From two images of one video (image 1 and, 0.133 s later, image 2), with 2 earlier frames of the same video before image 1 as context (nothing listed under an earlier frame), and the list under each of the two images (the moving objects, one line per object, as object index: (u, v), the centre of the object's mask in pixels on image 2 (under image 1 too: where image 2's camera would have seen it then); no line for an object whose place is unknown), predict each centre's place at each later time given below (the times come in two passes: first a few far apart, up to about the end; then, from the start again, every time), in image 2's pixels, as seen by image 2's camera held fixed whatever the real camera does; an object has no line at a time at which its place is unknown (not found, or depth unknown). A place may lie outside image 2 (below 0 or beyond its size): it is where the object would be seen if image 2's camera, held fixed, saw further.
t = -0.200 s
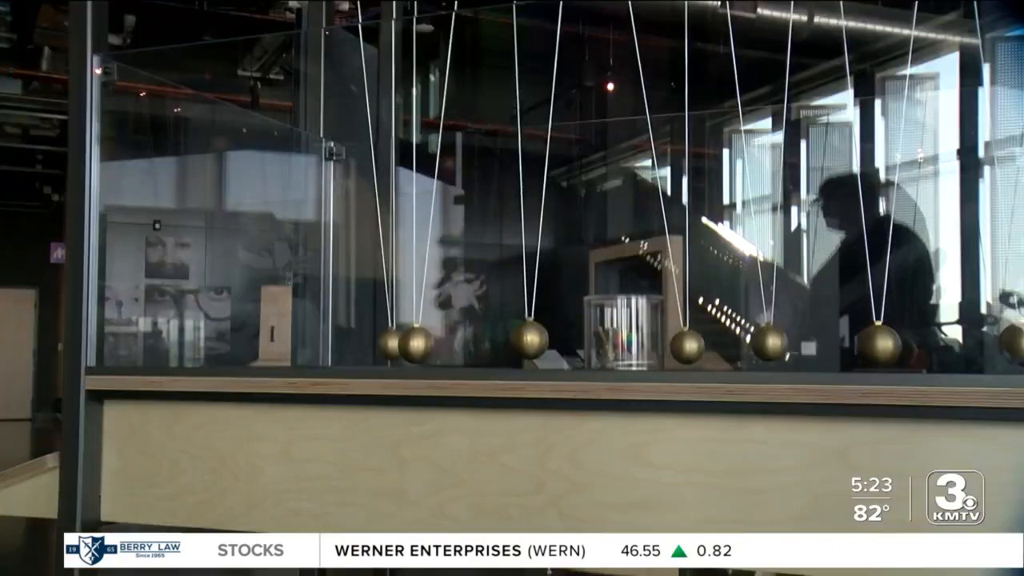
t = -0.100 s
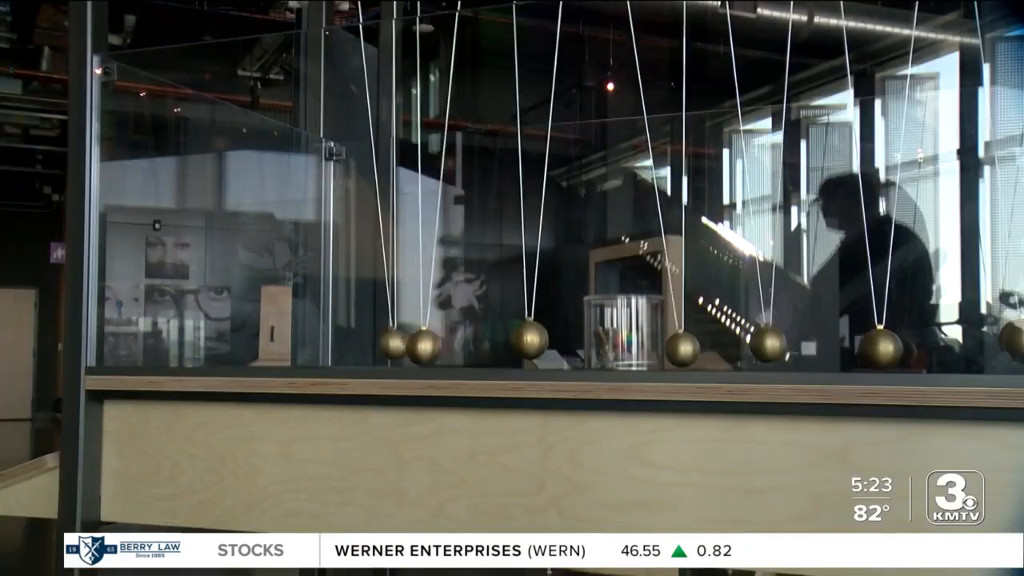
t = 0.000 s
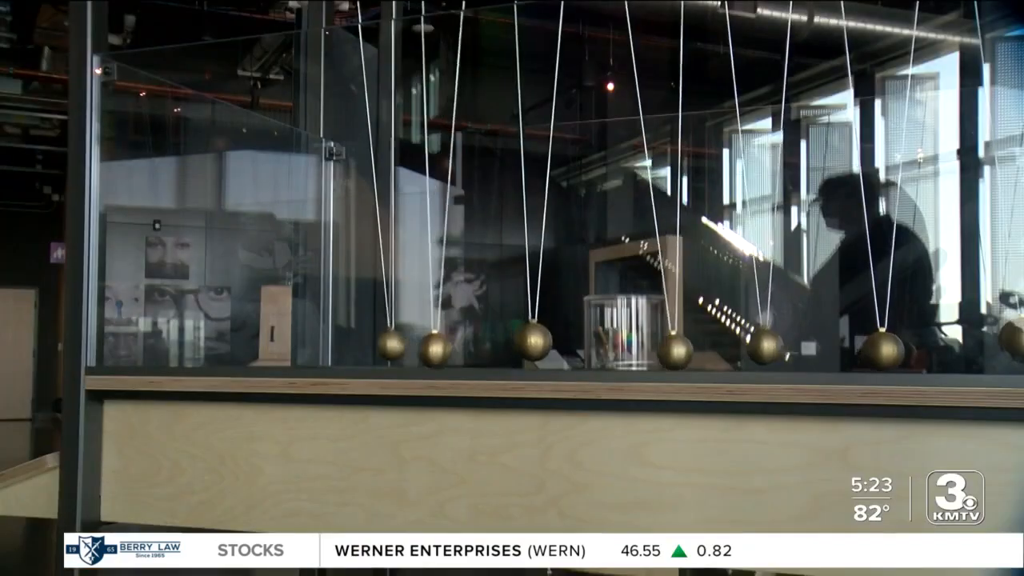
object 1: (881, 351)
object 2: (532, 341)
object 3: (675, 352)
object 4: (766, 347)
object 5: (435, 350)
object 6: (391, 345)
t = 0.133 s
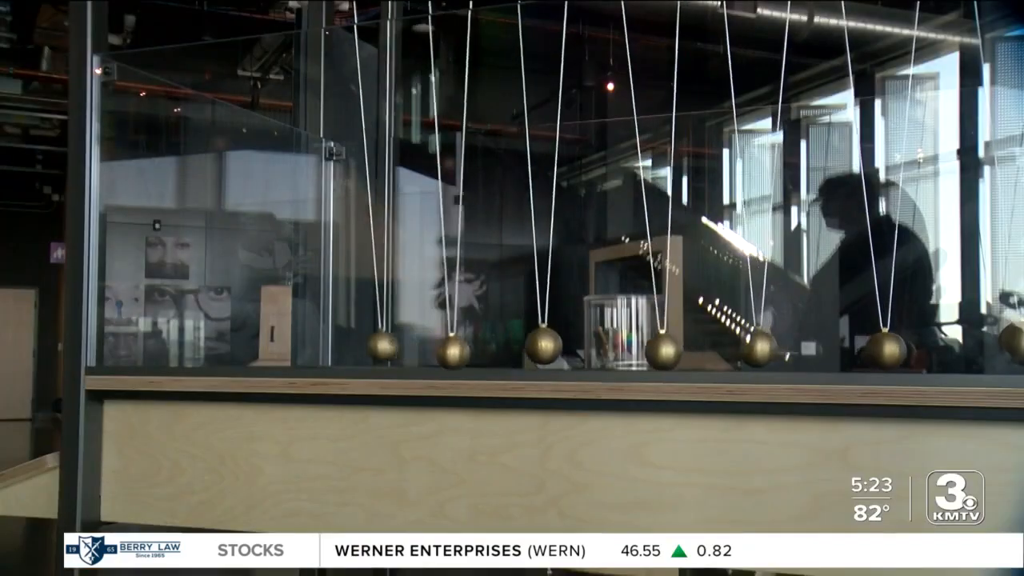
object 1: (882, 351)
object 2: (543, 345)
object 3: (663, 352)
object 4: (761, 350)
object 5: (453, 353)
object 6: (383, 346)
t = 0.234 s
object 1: (883, 350)
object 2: (553, 348)
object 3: (654, 349)
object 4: (758, 350)
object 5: (466, 352)
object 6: (372, 347)
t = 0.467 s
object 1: (888, 347)
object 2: (575, 347)
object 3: (642, 341)
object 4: (743, 341)
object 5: (489, 348)
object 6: (341, 347)
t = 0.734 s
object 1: (884, 351)
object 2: (588, 343)
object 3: (650, 347)
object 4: (745, 342)
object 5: (492, 347)
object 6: (309, 342)
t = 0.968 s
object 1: (879, 348)
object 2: (580, 346)
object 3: (670, 352)
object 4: (755, 350)
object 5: (474, 352)
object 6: (303, 341)
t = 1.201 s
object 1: (877, 345)
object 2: (559, 349)
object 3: (686, 347)
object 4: (767, 346)
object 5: (443, 352)
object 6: (324, 345)
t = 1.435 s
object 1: (879, 350)
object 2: (536, 343)
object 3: (689, 345)
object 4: (769, 345)
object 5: (418, 346)
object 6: (358, 348)
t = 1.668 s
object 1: (883, 351)
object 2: (530, 339)
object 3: (677, 351)
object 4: (764, 350)
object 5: (415, 344)
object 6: (383, 346)
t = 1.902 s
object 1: (884, 349)
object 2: (542, 345)
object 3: (657, 350)
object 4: (755, 350)
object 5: (435, 350)
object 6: (393, 344)
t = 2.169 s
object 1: (883, 351)
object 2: (568, 348)
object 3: (642, 341)
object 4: (743, 341)
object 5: (470, 352)
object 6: (382, 346)
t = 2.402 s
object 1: (880, 351)
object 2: (584, 345)
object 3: (648, 346)
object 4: (748, 344)
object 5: (490, 347)
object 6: (353, 348)
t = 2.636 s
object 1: (877, 345)
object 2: (586, 344)
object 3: (668, 353)
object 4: (761, 349)
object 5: (492, 347)
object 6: (320, 344)
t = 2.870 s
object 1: (878, 347)
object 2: (571, 348)
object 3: (685, 348)
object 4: (769, 345)
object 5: (473, 352)
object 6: (303, 341)
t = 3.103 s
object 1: (883, 351)
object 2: (548, 347)
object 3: (689, 345)
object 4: (768, 345)
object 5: (442, 352)
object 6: (311, 343)
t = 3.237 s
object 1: (885, 350)
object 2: (536, 343)
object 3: (685, 348)
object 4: (765, 349)
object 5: (427, 348)
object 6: (327, 346)
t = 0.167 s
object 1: (883, 351)
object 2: (546, 346)
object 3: (660, 351)
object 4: (760, 351)
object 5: (457, 353)
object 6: (380, 347)
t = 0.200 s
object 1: (883, 350)
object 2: (550, 347)
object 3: (657, 350)
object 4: (759, 351)
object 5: (461, 353)
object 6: (376, 347)
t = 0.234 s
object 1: (883, 350)
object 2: (553, 348)
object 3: (654, 349)
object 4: (758, 350)
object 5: (466, 352)
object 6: (372, 347)
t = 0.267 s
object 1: (884, 350)
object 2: (557, 348)
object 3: (651, 348)
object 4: (755, 350)
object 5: (470, 352)
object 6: (368, 348)
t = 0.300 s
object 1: (888, 348)
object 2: (560, 348)
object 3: (649, 347)
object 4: (753, 348)
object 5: (473, 352)
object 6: (364, 348)
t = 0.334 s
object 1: (888, 347)
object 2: (564, 349)
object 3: (647, 345)
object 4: (749, 346)
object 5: (477, 351)
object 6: (360, 348)
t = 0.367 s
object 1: (888, 347)
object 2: (567, 349)
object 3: (646, 344)
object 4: (748, 345)
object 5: (481, 351)
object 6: (355, 348)
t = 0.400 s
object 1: (888, 347)
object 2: (570, 348)
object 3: (644, 343)
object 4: (747, 344)
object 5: (484, 349)
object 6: (350, 348)
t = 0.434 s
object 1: (888, 347)
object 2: (572, 348)
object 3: (643, 342)
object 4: (745, 342)
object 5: (487, 348)
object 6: (345, 348)
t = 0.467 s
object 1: (888, 347)
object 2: (575, 347)
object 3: (642, 341)
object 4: (743, 341)
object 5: (489, 348)
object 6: (341, 347)
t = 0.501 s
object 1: (888, 347)
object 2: (578, 347)
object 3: (642, 341)
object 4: (743, 340)
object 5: (490, 348)
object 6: (336, 347)
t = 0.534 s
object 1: (888, 347)
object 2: (580, 346)
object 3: (642, 341)
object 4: (743, 340)
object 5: (492, 347)
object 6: (331, 346)
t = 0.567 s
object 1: (887, 348)
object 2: (582, 345)
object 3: (642, 341)
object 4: (743, 340)
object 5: (493, 347)
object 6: (326, 346)
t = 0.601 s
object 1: (884, 350)
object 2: (584, 345)
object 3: (643, 342)
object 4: (743, 340)
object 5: (493, 346)
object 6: (323, 346)
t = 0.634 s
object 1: (884, 351)
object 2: (585, 344)
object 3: (645, 343)
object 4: (743, 340)
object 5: (493, 346)
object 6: (318, 345)
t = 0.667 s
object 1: (884, 351)
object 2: (587, 343)
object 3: (646, 344)
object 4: (743, 341)
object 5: (493, 347)
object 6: (315, 345)
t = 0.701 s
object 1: (884, 351)
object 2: (588, 343)
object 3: (648, 346)
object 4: (744, 342)
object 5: (493, 347)
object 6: (311, 343)
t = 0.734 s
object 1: (884, 351)
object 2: (588, 343)
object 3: (650, 347)
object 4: (745, 342)
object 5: (492, 347)
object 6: (309, 342)
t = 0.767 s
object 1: (883, 351)
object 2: (588, 343)
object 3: (652, 349)
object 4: (745, 343)
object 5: (490, 348)
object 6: (306, 341)
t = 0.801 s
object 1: (881, 352)
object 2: (588, 343)
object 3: (655, 349)
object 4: (748, 344)
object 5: (489, 348)
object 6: (304, 341)
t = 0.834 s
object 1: (881, 351)
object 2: (587, 343)
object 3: (657, 351)
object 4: (748, 345)
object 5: (487, 348)
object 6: (303, 341)
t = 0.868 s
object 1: (880, 350)
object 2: (585, 344)
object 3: (660, 351)
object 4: (749, 347)
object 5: (485, 349)
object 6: (302, 340)
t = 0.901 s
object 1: (879, 350)
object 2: (584, 345)
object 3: (664, 352)
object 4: (751, 349)
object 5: (483, 350)
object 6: (302, 341)
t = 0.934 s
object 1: (879, 349)
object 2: (582, 345)
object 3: (667, 353)
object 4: (753, 349)
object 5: (477, 351)
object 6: (302, 341)
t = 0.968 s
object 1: (879, 348)
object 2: (580, 346)
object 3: (670, 352)
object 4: (755, 350)
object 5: (474, 352)
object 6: (303, 341)
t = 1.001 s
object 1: (878, 347)
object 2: (577, 347)
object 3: (673, 352)
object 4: (759, 349)
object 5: (469, 352)
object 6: (305, 341)
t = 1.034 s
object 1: (878, 346)
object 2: (575, 347)
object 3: (675, 351)
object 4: (761, 349)
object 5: (466, 353)
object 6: (307, 342)
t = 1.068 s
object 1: (877, 345)
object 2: (572, 348)
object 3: (678, 351)
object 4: (762, 349)
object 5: (461, 353)
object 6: (310, 342)
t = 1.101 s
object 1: (877, 345)
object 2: (569, 349)
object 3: (681, 350)
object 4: (764, 348)
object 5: (457, 353)
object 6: (313, 344)
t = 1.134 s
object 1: (877, 345)
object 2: (566, 349)
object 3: (683, 349)
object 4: (765, 347)
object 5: (452, 353)
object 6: (317, 344)
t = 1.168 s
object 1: (877, 345)
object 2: (563, 349)
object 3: (684, 348)
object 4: (766, 347)
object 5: (448, 353)
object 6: (320, 345)
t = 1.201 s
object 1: (877, 345)
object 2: (559, 349)
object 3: (686, 347)
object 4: (767, 346)
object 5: (443, 352)
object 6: (324, 345)
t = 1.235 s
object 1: (877, 345)
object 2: (556, 349)
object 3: (687, 346)
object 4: (768, 345)
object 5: (438, 352)
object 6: (329, 346)
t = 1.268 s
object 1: (877, 345)
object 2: (552, 348)
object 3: (688, 345)
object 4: (769, 344)
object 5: (434, 350)
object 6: (334, 347)
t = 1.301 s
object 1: (877, 346)
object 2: (549, 347)
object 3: (689, 345)
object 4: (769, 345)
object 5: (430, 349)
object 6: (339, 347)
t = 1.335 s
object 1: (878, 347)
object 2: (546, 346)
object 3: (689, 345)
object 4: (769, 345)
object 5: (427, 349)
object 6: (343, 348)
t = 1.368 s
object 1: (878, 348)
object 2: (543, 345)
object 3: (689, 345)
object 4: (769, 345)
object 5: (424, 348)
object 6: (348, 348)
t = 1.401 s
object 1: (879, 349)
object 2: (539, 344)
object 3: (689, 345)
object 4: (769, 345)
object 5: (420, 347)
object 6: (353, 348)
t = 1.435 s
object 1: (879, 350)
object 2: (536, 343)
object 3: (689, 345)
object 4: (769, 345)
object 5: (418, 346)
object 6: (358, 348)
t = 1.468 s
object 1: (880, 351)
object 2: (534, 342)
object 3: (688, 346)
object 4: (769, 345)
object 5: (417, 345)
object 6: (362, 348)
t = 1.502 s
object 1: (881, 351)
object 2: (533, 341)
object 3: (687, 346)
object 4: (768, 346)
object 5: (415, 345)
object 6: (366, 348)
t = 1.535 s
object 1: (881, 352)
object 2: (531, 340)
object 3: (685, 348)
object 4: (768, 347)
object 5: (414, 344)
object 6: (370, 348)
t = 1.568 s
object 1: (882, 352)
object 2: (531, 340)
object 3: (684, 349)
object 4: (767, 347)
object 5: (414, 344)
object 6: (374, 347)
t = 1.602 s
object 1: (882, 352)
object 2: (530, 339)
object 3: (682, 350)
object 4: (765, 348)
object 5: (413, 344)
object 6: (378, 347)
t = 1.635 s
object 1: (882, 352)
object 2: (529, 339)
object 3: (680, 350)
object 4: (765, 349)
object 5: (414, 344)
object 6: (381, 347)
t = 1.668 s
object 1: (883, 351)
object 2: (530, 339)
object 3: (677, 351)
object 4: (764, 350)
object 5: (415, 344)
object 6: (383, 346)
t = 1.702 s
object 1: (883, 351)
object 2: (530, 340)
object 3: (674, 352)
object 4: (763, 350)
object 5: (416, 345)
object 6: (385, 345)
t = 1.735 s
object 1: (883, 351)
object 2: (531, 340)
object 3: (672, 352)
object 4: (762, 351)
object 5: (418, 346)
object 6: (388, 345)
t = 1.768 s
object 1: (883, 350)
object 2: (532, 341)
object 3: (670, 353)
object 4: (762, 351)
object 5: (421, 347)
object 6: (391, 345)
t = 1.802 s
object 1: (883, 350)
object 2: (533, 342)
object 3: (666, 352)
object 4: (761, 351)
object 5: (424, 347)
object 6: (391, 345)
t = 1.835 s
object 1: (884, 349)
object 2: (536, 343)
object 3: (663, 352)
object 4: (760, 351)
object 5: (427, 348)
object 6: (392, 345)
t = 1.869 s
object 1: (884, 349)
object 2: (539, 344)
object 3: (659, 351)
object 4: (760, 351)
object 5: (431, 350)
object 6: (393, 344)
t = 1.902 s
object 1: (884, 349)
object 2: (542, 345)
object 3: (657, 350)
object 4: (755, 350)
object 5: (435, 350)
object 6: (393, 344)
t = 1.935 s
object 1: (884, 349)
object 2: (545, 346)
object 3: (654, 349)
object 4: (748, 345)
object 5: (439, 351)
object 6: (393, 344)
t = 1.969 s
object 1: (884, 349)
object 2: (548, 347)
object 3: (651, 348)
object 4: (747, 344)
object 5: (443, 352)
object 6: (393, 344)
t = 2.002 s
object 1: (884, 349)
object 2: (551, 347)
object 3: (649, 346)
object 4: (746, 343)
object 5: (448, 352)
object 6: (392, 344)
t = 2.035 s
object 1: (884, 349)
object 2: (555, 348)
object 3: (647, 345)
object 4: (745, 343)
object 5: (453, 353)
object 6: (391, 345)
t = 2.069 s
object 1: (884, 350)
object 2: (558, 348)
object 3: (645, 344)
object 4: (744, 341)
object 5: (458, 353)
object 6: (389, 345)
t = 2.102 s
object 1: (883, 350)
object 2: (561, 349)
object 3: (644, 343)
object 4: (744, 341)
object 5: (462, 353)
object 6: (387, 346)
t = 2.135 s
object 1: (883, 351)
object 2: (565, 349)
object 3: (643, 342)
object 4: (743, 341)
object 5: (466, 353)
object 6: (385, 346)
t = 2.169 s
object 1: (883, 351)
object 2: (568, 348)
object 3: (642, 341)
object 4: (743, 341)
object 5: (470, 352)
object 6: (382, 346)
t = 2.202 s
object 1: (883, 351)
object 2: (571, 348)
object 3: (642, 341)
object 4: (743, 341)
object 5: (474, 352)
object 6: (378, 347)
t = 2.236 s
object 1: (882, 351)
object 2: (573, 348)
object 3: (642, 341)
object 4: (743, 341)
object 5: (477, 351)
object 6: (374, 348)
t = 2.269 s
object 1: (882, 352)
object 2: (576, 347)
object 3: (643, 342)
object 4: (744, 341)
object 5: (482, 350)
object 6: (370, 348)
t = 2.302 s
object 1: (882, 352)
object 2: (578, 347)
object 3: (643, 342)
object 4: (744, 342)
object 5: (485, 350)
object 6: (366, 348)
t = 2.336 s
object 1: (881, 351)
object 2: (581, 346)
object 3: (645, 343)
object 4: (745, 343)
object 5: (487, 348)
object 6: (362, 348)
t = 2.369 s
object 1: (881, 351)
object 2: (583, 345)
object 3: (646, 344)
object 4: (746, 344)
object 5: (489, 348)
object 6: (357, 348)
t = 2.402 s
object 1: (880, 351)
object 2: (584, 345)
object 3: (648, 346)
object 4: (748, 344)
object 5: (490, 347)
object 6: (353, 348)
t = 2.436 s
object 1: (880, 350)
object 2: (586, 344)
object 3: (650, 347)
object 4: (748, 345)
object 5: (492, 347)
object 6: (348, 348)
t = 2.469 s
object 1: (879, 349)
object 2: (587, 344)
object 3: (652, 349)
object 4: (749, 346)
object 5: (493, 346)
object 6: (343, 348)
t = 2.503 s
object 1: (878, 348)
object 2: (587, 344)
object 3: (656, 350)
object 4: (750, 347)
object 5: (493, 346)
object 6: (339, 347)
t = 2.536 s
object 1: (878, 347)
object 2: (587, 344)
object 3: (658, 351)
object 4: (753, 349)
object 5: (493, 347)
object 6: (334, 347)
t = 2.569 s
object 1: (877, 346)
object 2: (587, 344)
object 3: (661, 352)
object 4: (754, 349)
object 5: (493, 347)
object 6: (328, 346)
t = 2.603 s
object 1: (877, 345)
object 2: (587, 344)
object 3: (664, 352)
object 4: (760, 349)
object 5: (493, 347)
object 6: (324, 345)
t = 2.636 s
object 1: (877, 345)
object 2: (586, 344)
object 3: (668, 353)
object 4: (761, 349)
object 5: (492, 347)
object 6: (320, 344)
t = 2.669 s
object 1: (877, 345)
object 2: (585, 345)
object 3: (670, 352)
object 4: (763, 349)
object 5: (491, 347)
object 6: (316, 344)
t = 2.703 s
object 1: (877, 345)
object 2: (583, 345)
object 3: (673, 352)
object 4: (764, 348)
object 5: (489, 348)
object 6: (312, 344)
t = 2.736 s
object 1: (877, 345)
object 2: (581, 345)
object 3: (676, 351)
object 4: (766, 347)
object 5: (488, 348)
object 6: (309, 342)
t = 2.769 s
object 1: (877, 345)
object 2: (579, 346)
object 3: (679, 350)
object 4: (766, 346)
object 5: (484, 349)
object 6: (307, 342)
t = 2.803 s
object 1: (877, 346)
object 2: (577, 347)
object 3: (681, 350)
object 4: (767, 346)
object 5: (482, 350)
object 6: (305, 341)
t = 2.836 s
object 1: (877, 346)
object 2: (574, 348)
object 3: (683, 349)
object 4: (768, 345)
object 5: (477, 351)
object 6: (303, 341)
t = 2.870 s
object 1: (878, 347)
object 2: (571, 348)
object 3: (685, 348)
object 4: (769, 345)
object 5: (473, 352)
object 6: (303, 341)
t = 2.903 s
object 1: (878, 348)
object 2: (568, 349)
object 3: (686, 347)
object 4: (769, 344)
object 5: (470, 352)
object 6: (303, 340)
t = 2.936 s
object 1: (879, 349)
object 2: (565, 349)
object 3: (688, 346)
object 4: (769, 344)
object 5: (466, 352)
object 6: (303, 340)
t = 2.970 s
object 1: (879, 350)
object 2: (561, 349)
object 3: (688, 346)
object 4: (769, 344)
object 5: (462, 353)
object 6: (303, 341)
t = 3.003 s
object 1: (880, 351)
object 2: (558, 349)
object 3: (689, 345)
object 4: (769, 345)
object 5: (457, 353)
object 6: (304, 341)
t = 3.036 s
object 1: (881, 352)
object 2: (555, 348)
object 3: (689, 345)
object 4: (769, 345)
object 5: (453, 352)
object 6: (305, 342)
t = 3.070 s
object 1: (881, 352)
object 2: (551, 348)
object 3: (689, 345)
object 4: (768, 345)
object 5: (448, 352)
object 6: (308, 342)
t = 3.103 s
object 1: (883, 351)
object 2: (548, 347)
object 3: (689, 345)
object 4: (768, 345)
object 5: (442, 352)
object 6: (311, 343)
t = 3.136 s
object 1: (883, 351)
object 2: (544, 346)
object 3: (688, 345)
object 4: (768, 346)
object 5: (437, 351)
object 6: (315, 344)
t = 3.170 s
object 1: (884, 351)
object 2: (541, 345)
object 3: (688, 346)
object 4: (767, 347)
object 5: (432, 350)
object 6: (318, 344)
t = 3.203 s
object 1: (885, 351)
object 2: (539, 344)
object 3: (686, 347)
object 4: (765, 348)
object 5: (431, 349)
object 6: (323, 345)
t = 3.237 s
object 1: (885, 350)
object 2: (536, 343)
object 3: (685, 348)
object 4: (765, 349)
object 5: (427, 348)
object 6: (327, 346)
